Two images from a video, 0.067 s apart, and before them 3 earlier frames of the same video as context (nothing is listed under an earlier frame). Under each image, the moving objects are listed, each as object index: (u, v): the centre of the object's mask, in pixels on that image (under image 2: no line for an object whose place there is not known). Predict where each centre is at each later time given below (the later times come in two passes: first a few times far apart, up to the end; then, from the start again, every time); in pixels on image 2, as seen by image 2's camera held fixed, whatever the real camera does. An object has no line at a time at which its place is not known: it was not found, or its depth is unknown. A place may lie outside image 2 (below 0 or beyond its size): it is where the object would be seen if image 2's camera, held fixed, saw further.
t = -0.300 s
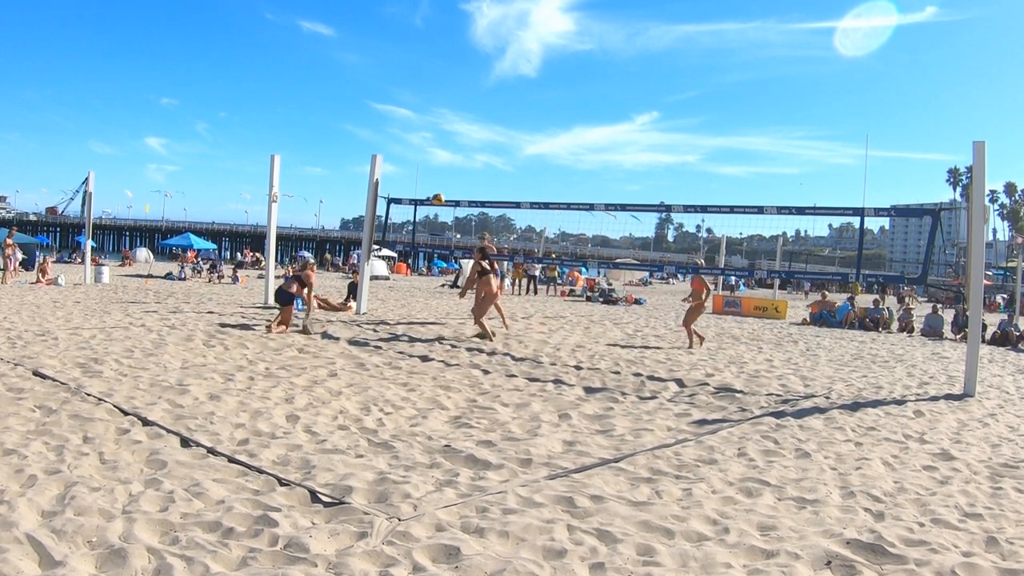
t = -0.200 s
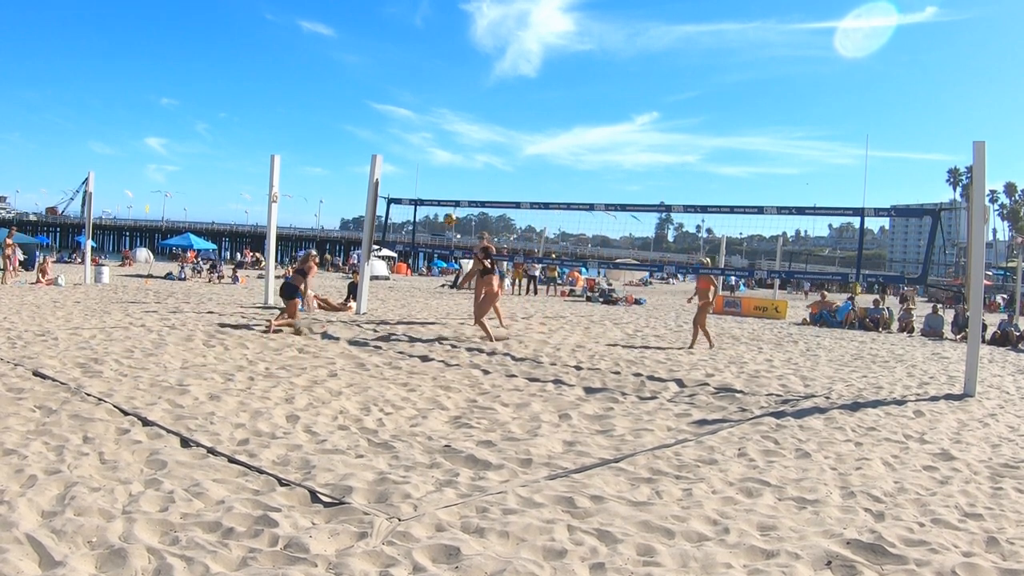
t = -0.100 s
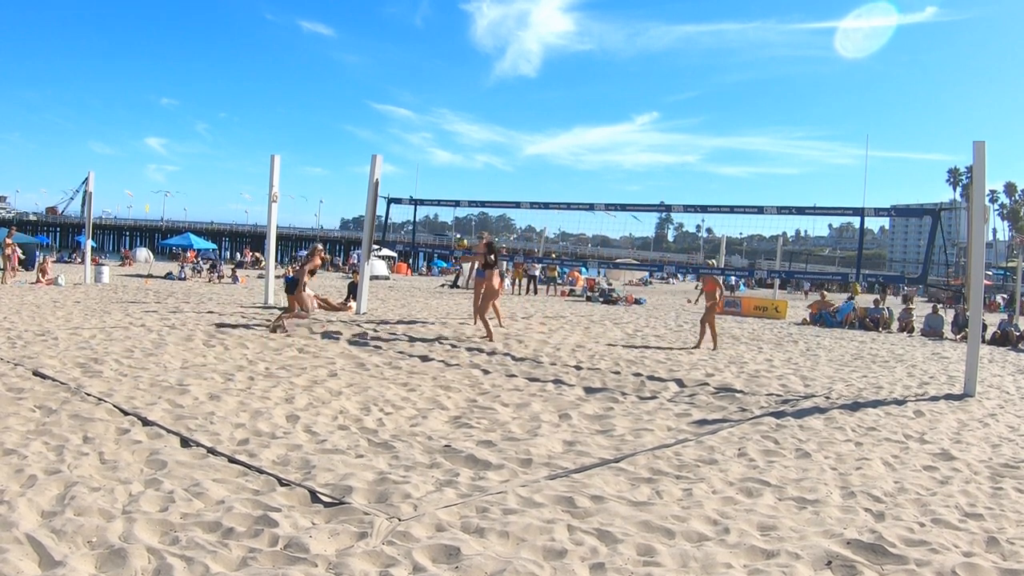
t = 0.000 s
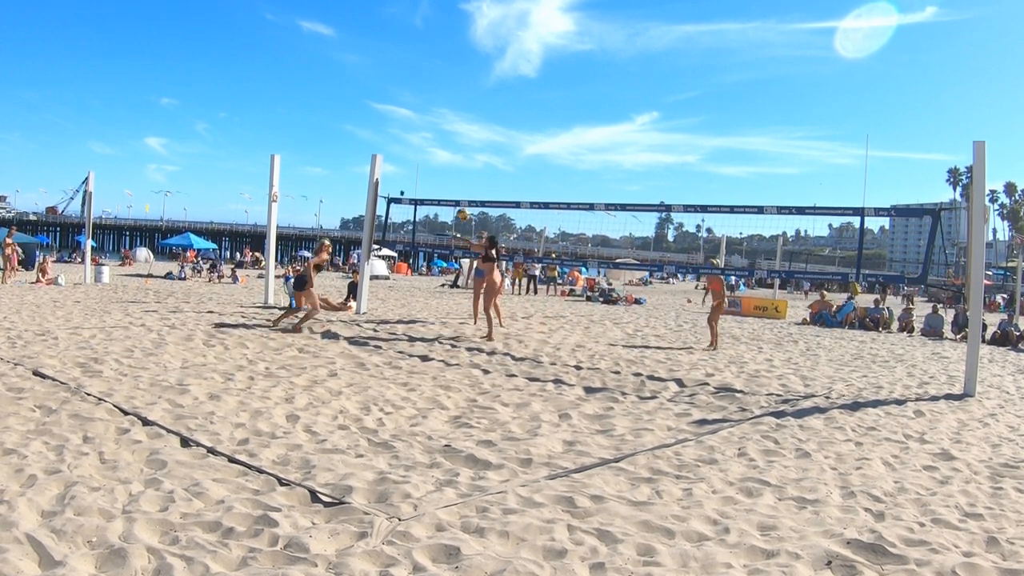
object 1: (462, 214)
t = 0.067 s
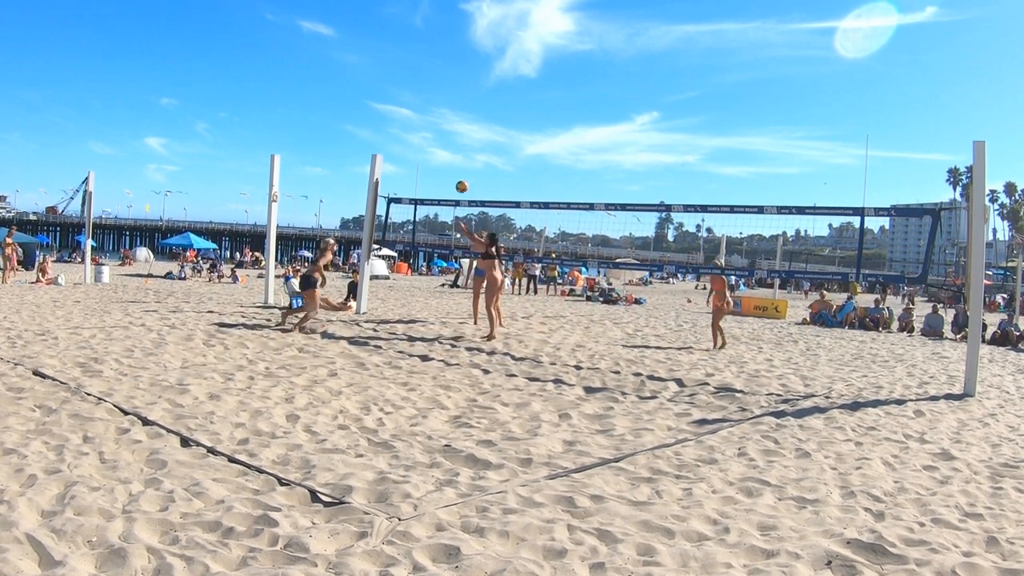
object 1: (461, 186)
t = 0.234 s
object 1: (460, 130)
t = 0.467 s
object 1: (458, 82)
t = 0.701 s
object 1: (456, 66)
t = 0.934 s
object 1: (454, 80)
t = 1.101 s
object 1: (452, 109)
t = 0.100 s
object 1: (461, 174)
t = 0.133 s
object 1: (461, 162)
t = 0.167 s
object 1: (460, 150)
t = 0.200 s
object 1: (460, 140)
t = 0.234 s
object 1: (460, 130)
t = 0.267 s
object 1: (460, 121)
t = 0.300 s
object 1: (459, 113)
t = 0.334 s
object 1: (459, 105)
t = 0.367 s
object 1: (459, 98)
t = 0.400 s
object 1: (459, 92)
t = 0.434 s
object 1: (459, 87)
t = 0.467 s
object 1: (458, 82)
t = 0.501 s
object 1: (458, 78)
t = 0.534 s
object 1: (458, 74)
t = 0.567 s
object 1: (458, 71)
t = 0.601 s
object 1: (457, 69)
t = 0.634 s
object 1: (457, 68)
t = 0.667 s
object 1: (457, 67)
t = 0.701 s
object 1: (456, 66)
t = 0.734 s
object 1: (456, 66)
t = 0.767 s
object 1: (456, 67)
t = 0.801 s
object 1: (455, 69)
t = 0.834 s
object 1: (455, 71)
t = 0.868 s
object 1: (454, 73)
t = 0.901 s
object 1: (454, 77)
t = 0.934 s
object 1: (454, 80)
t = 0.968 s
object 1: (454, 85)
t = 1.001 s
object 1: (453, 90)
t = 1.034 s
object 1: (453, 96)
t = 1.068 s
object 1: (453, 102)
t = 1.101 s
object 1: (452, 109)
